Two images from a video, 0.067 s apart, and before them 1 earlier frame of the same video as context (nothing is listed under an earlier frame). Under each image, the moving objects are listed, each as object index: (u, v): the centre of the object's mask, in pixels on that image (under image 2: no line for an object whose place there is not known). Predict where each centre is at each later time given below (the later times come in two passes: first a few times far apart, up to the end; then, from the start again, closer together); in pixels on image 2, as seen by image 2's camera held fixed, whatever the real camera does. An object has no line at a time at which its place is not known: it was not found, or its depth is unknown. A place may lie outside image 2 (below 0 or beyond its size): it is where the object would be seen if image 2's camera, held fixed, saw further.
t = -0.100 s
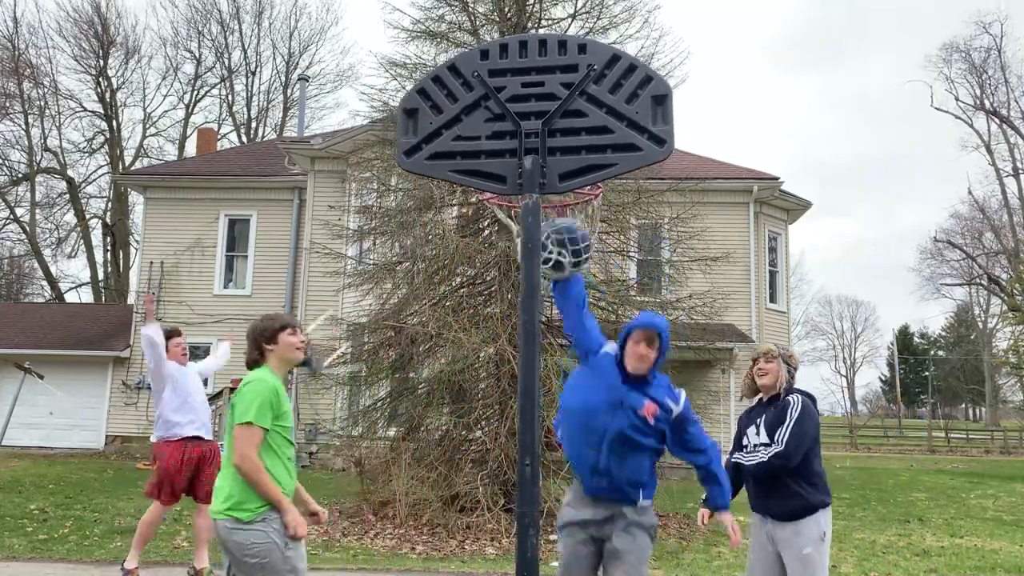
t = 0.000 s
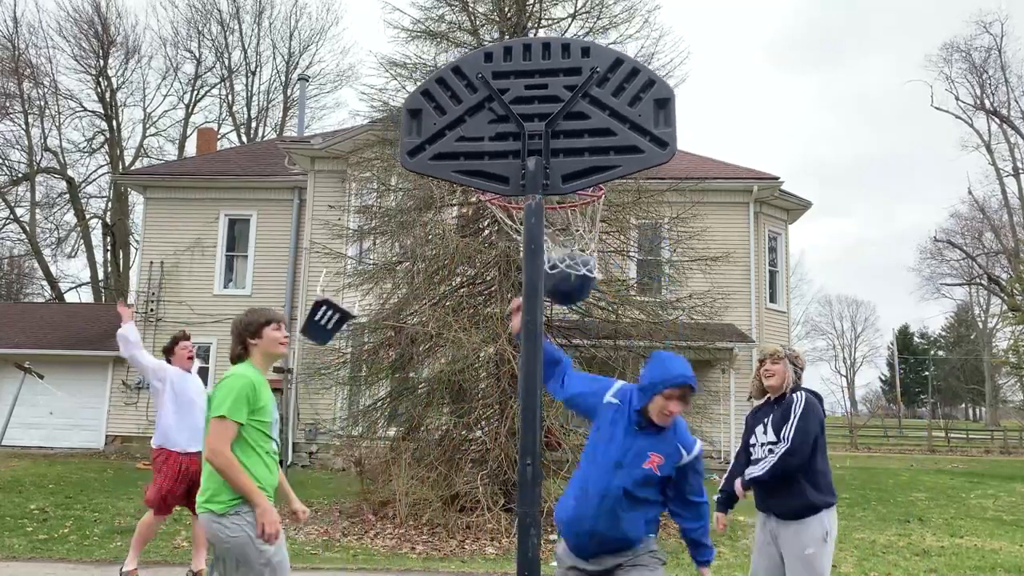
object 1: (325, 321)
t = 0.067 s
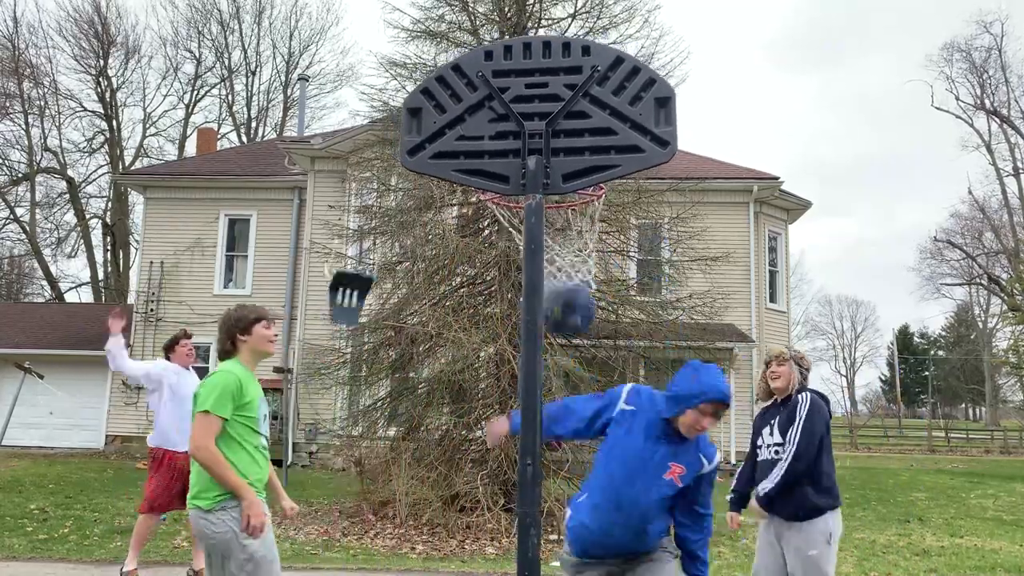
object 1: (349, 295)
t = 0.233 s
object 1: (388, 243)
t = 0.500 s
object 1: (414, 229)
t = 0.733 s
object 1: (430, 299)
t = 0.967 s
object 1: (466, 424)
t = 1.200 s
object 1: (478, 539)
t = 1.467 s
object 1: (448, 495)
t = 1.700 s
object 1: (433, 536)
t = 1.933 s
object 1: (424, 537)
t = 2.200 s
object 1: (420, 540)
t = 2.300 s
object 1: (420, 540)
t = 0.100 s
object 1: (358, 282)
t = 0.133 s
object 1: (366, 271)
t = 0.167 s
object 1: (375, 261)
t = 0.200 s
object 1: (382, 251)
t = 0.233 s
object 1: (388, 243)
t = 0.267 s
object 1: (394, 237)
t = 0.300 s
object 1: (398, 230)
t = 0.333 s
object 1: (402, 226)
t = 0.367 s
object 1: (405, 225)
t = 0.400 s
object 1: (408, 224)
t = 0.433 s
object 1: (411, 223)
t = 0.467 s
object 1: (413, 224)
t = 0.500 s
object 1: (414, 229)
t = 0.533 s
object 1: (416, 234)
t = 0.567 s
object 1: (417, 241)
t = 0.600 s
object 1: (420, 250)
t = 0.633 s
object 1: (421, 260)
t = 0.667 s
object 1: (424, 271)
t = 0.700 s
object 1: (426, 285)
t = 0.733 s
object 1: (430, 299)
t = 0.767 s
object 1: (434, 315)
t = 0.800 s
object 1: (439, 331)
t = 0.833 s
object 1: (444, 349)
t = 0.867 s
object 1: (449, 368)
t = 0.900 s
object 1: (455, 386)
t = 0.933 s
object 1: (460, 406)
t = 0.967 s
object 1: (466, 424)
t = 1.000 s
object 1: (469, 440)
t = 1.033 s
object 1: (471, 453)
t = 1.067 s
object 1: (478, 474)
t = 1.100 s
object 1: (487, 500)
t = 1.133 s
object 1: (494, 533)
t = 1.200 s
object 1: (478, 539)
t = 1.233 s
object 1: (472, 529)
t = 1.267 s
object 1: (466, 524)
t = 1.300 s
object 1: (460, 517)
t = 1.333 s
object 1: (455, 513)
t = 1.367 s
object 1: (454, 508)
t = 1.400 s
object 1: (454, 500)
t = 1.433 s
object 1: (451, 496)
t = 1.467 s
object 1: (448, 495)
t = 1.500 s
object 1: (444, 495)
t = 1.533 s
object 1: (440, 497)
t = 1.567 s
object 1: (439, 512)
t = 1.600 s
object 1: (436, 517)
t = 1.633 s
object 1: (435, 525)
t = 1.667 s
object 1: (433, 531)
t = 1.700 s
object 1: (433, 536)
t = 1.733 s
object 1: (432, 537)
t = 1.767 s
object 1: (430, 537)
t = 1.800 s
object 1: (429, 539)
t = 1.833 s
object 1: (428, 540)
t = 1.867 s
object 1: (427, 539)
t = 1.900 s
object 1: (425, 538)
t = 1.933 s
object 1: (424, 537)
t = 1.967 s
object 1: (424, 537)
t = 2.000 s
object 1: (422, 538)
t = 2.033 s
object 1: (421, 539)
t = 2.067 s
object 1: (420, 540)
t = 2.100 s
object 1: (420, 540)
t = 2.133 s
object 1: (420, 540)
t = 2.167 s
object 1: (420, 539)
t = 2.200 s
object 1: (420, 540)
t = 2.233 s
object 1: (420, 539)
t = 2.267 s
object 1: (420, 539)
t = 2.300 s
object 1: (420, 540)
